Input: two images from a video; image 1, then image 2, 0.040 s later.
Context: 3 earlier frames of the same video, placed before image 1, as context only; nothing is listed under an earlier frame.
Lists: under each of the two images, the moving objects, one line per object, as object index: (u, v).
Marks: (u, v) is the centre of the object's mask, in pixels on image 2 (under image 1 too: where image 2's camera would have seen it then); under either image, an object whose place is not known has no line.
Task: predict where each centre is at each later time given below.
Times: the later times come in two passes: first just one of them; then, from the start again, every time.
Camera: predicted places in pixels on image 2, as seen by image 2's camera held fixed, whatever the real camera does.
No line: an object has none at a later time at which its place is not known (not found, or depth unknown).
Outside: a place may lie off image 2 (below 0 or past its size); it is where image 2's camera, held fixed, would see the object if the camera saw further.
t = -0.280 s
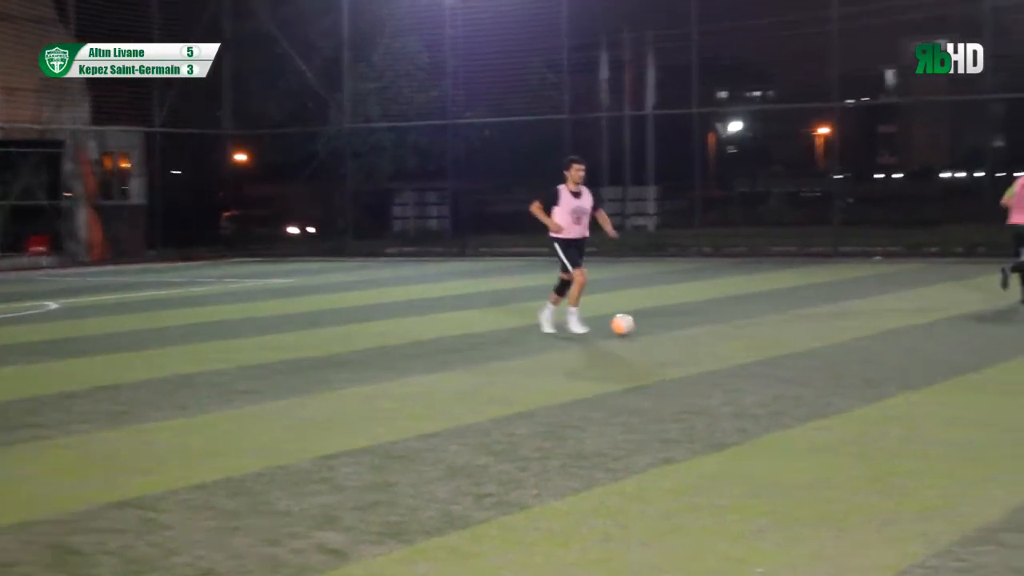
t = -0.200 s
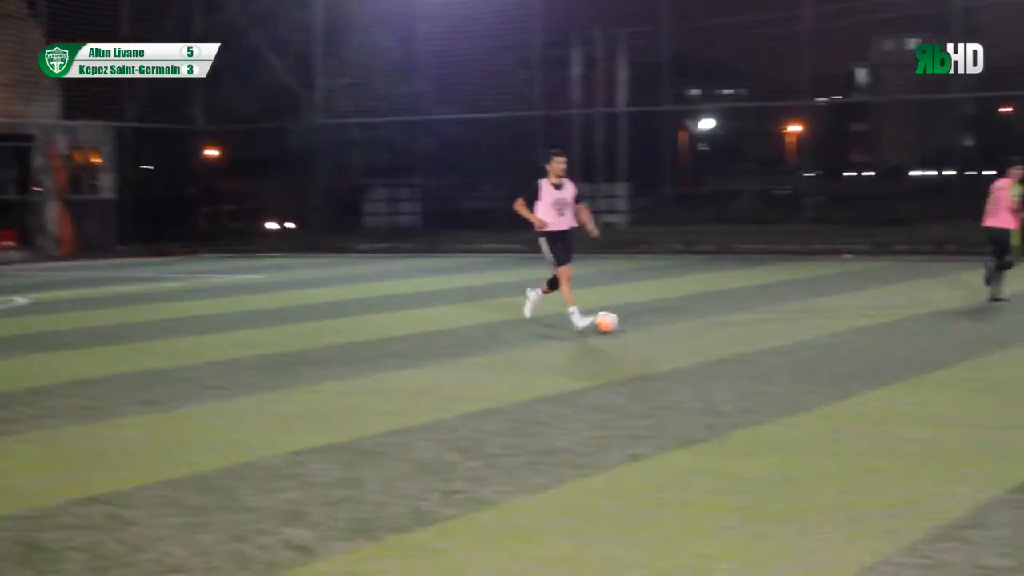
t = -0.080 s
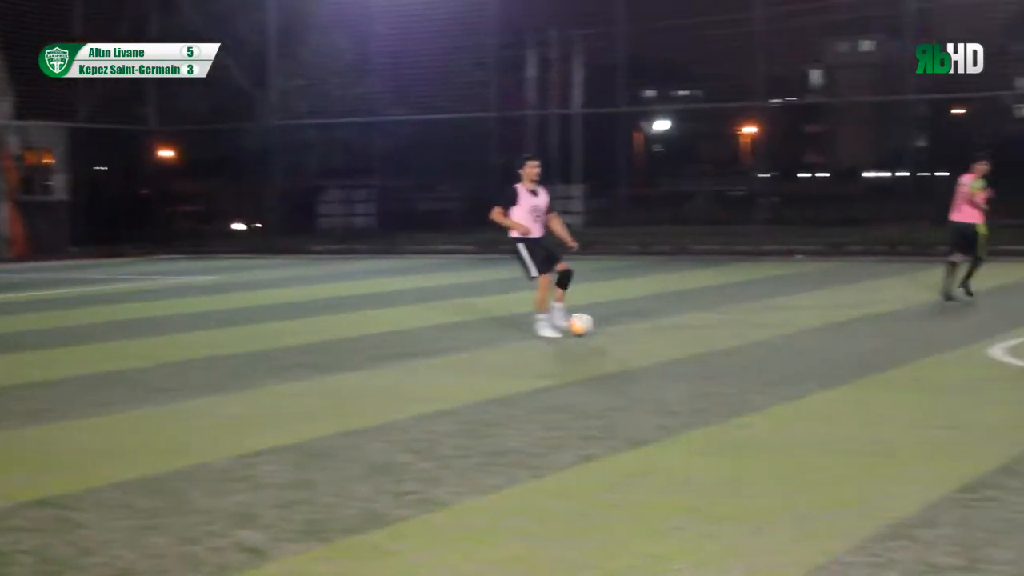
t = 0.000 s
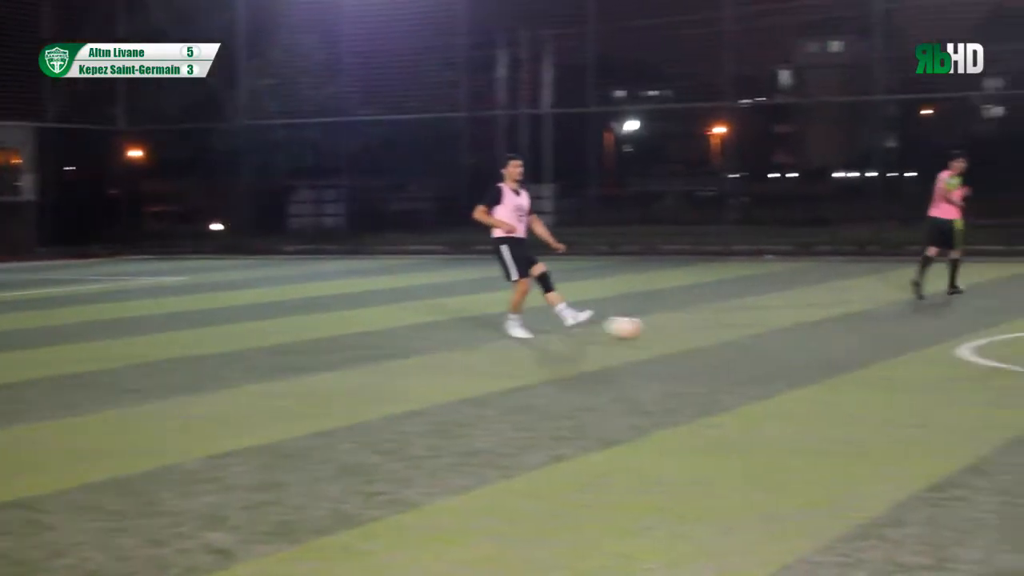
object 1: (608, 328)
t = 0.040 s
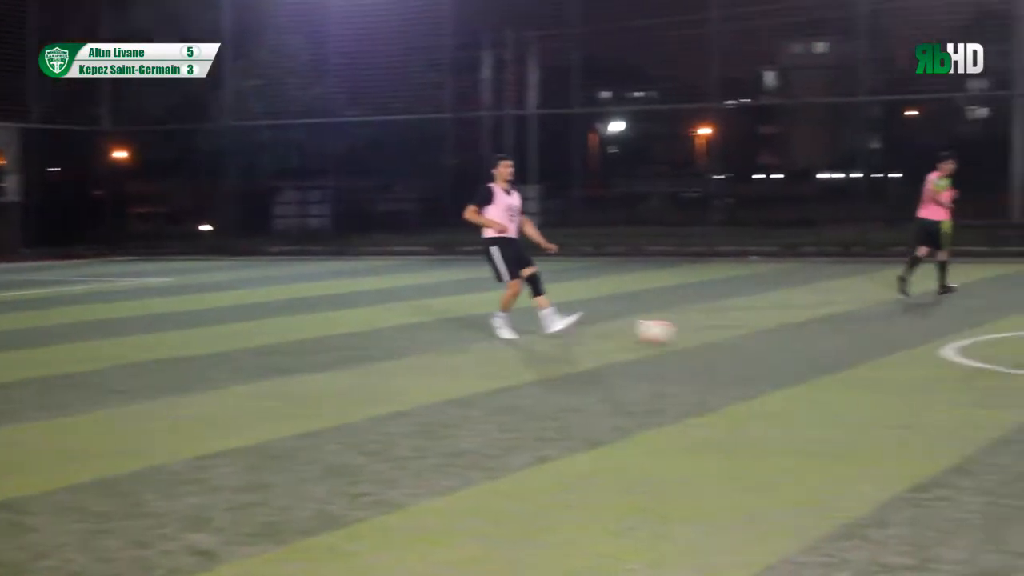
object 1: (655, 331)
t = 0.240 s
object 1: (904, 340)
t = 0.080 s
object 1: (703, 335)
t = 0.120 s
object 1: (753, 340)
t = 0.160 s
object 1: (800, 337)
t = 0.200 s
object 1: (851, 336)
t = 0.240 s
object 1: (904, 340)
